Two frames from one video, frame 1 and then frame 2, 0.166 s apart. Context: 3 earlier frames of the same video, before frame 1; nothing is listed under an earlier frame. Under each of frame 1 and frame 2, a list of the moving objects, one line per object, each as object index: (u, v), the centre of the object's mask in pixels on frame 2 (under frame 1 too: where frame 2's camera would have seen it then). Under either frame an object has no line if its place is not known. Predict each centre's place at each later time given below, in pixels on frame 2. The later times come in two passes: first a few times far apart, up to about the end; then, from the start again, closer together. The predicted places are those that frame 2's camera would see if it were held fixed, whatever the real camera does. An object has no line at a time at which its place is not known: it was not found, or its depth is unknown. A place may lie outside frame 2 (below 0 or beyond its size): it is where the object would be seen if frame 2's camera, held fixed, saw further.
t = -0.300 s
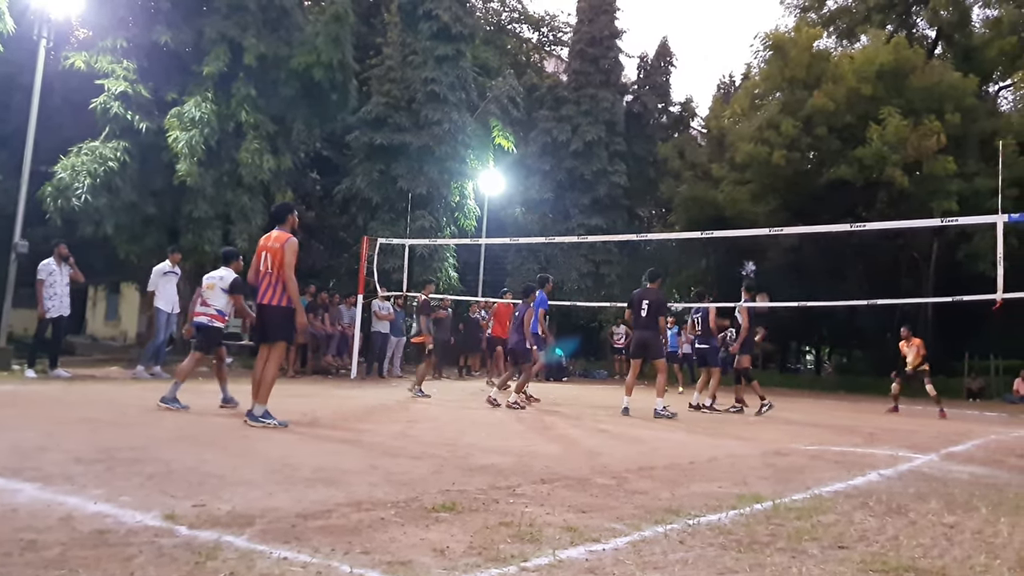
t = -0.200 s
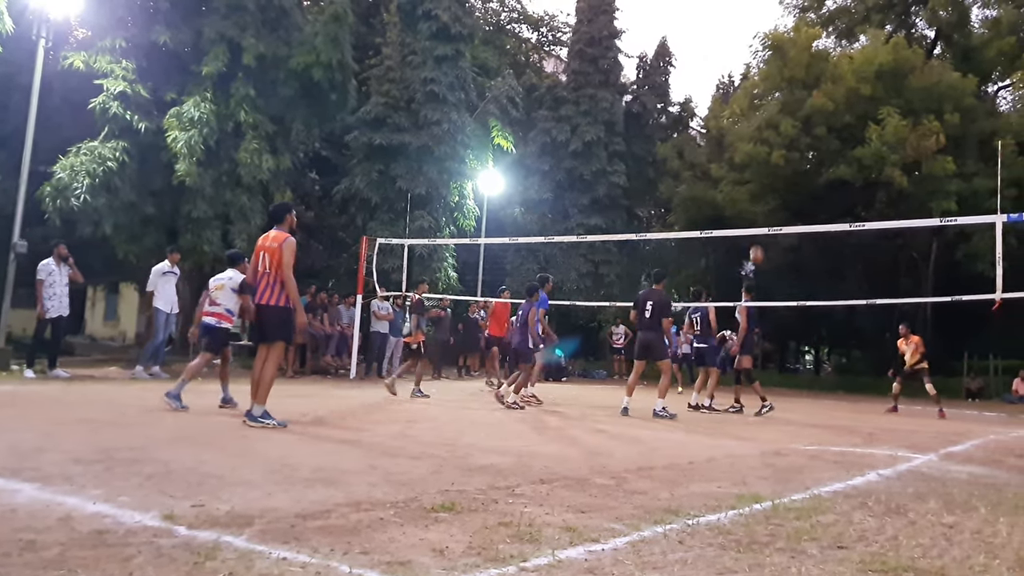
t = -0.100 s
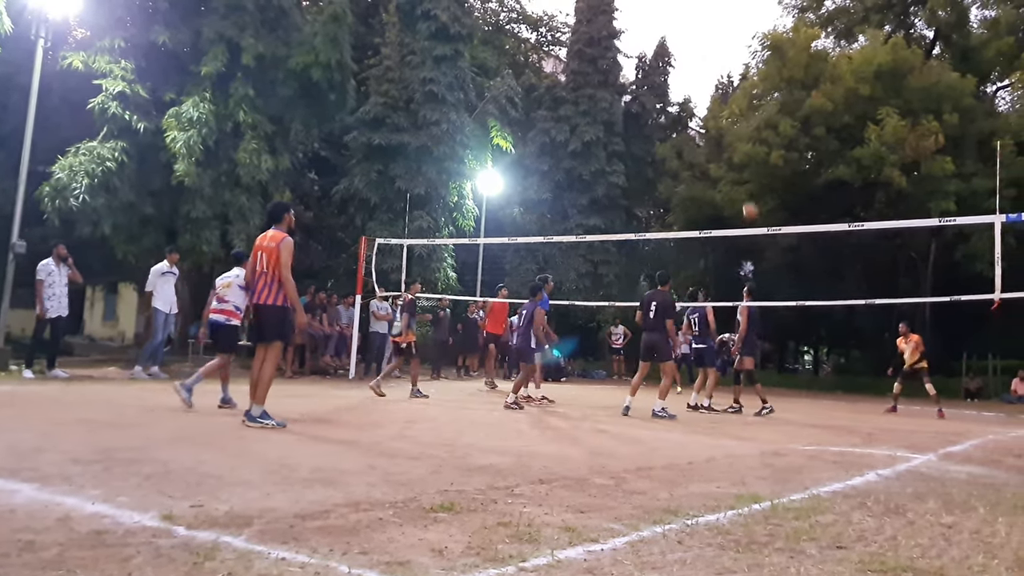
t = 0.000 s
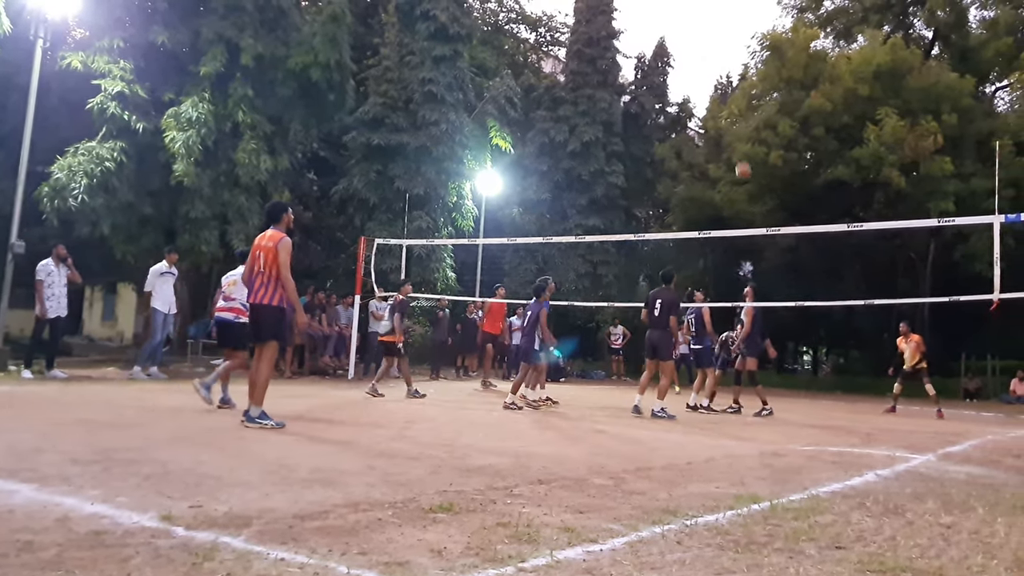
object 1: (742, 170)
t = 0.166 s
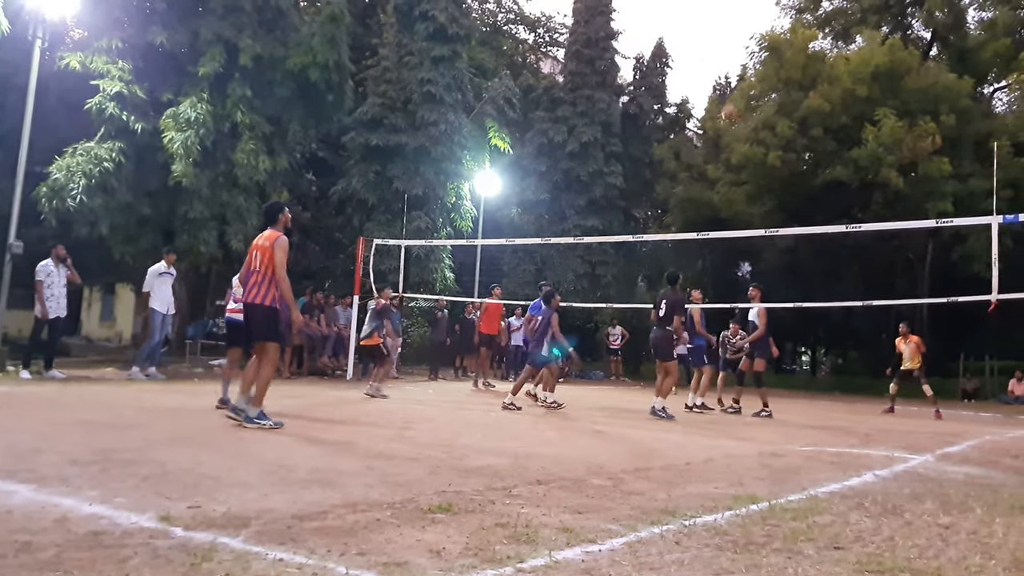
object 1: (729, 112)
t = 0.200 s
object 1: (725, 102)
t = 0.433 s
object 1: (706, 47)
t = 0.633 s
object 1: (683, 26)
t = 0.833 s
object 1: (654, 36)
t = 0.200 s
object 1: (725, 102)
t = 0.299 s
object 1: (719, 75)
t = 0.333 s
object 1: (716, 67)
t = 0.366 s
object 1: (712, 60)
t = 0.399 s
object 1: (709, 53)
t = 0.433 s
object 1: (706, 47)
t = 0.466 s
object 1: (702, 42)
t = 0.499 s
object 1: (699, 37)
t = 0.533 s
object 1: (695, 33)
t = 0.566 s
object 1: (691, 30)
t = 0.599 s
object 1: (687, 27)
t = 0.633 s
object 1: (683, 26)
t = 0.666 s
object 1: (679, 25)
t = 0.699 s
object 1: (674, 26)
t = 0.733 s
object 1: (669, 27)
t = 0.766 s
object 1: (664, 29)
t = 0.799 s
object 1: (659, 32)
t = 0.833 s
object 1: (654, 36)
